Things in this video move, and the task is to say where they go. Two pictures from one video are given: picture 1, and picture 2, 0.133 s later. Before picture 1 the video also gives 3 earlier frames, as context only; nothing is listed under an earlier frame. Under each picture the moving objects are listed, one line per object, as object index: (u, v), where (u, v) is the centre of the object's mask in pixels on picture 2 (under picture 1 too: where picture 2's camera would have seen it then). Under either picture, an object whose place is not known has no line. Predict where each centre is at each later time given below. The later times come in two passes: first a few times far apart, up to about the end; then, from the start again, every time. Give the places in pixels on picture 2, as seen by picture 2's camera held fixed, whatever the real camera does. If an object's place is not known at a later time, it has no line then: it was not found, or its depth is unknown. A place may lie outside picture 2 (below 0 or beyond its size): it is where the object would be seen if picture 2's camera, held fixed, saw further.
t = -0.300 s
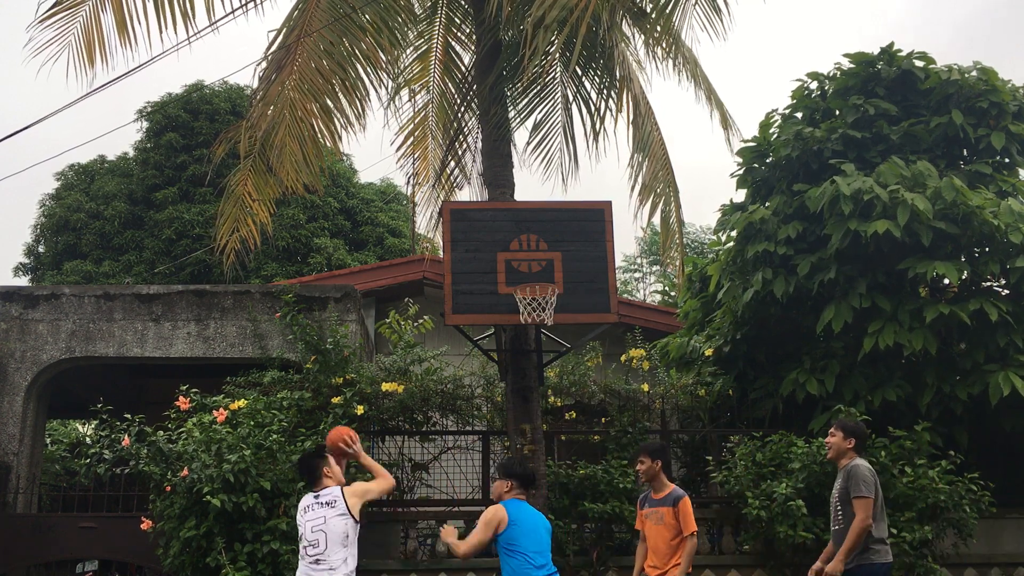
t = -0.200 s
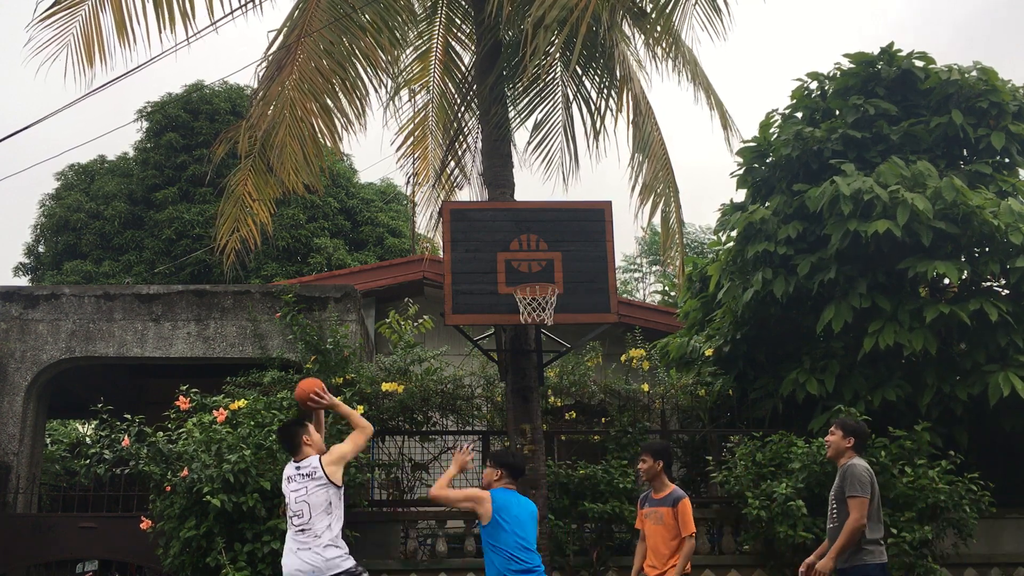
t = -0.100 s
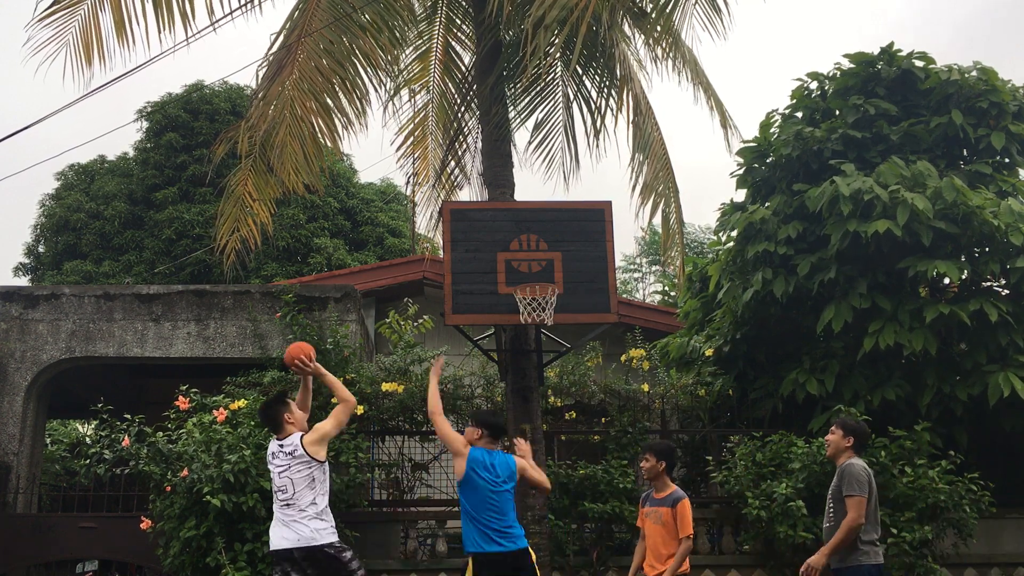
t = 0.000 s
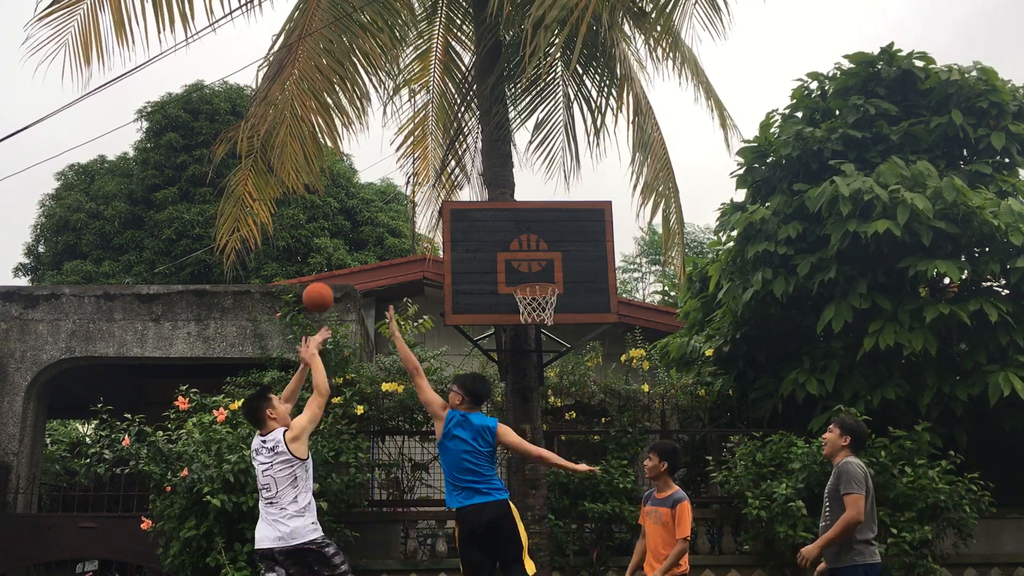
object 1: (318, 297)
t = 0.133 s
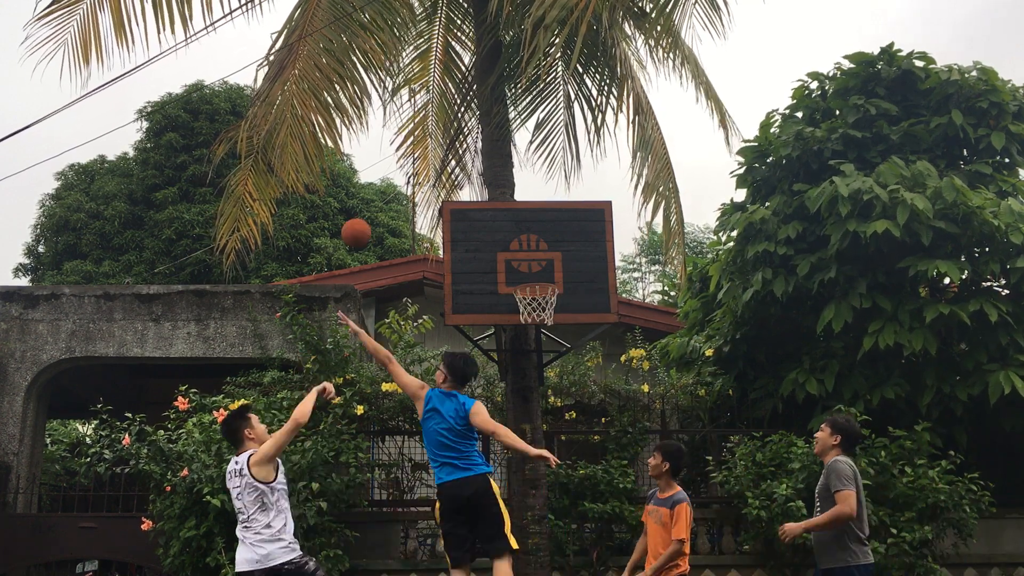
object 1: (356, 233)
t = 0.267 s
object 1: (391, 199)
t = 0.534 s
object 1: (453, 210)
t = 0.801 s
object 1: (501, 303)
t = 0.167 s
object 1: (365, 221)
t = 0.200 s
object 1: (374, 212)
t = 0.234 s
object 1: (382, 205)
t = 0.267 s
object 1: (391, 199)
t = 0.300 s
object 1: (399, 195)
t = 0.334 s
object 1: (407, 192)
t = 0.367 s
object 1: (415, 191)
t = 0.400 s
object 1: (423, 192)
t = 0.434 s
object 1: (431, 194)
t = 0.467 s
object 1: (438, 198)
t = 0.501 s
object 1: (446, 203)
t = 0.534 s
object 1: (453, 210)
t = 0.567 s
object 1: (461, 217)
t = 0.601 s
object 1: (468, 228)
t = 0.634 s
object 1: (475, 239)
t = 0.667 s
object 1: (482, 251)
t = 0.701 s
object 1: (489, 265)
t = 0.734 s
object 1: (497, 282)
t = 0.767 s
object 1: (503, 297)
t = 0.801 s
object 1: (501, 303)
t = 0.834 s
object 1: (495, 311)
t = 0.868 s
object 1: (488, 319)
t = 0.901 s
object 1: (482, 329)
